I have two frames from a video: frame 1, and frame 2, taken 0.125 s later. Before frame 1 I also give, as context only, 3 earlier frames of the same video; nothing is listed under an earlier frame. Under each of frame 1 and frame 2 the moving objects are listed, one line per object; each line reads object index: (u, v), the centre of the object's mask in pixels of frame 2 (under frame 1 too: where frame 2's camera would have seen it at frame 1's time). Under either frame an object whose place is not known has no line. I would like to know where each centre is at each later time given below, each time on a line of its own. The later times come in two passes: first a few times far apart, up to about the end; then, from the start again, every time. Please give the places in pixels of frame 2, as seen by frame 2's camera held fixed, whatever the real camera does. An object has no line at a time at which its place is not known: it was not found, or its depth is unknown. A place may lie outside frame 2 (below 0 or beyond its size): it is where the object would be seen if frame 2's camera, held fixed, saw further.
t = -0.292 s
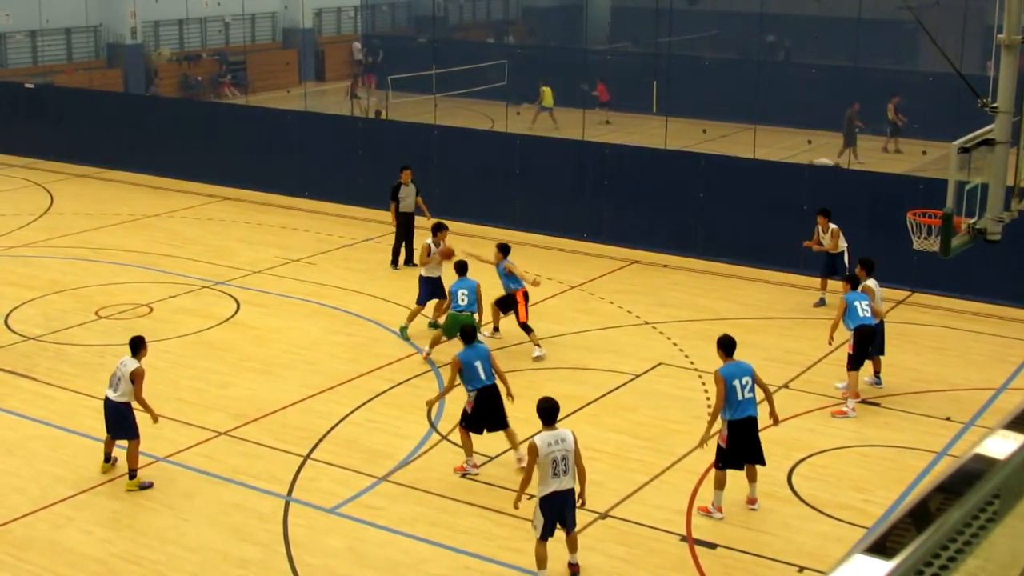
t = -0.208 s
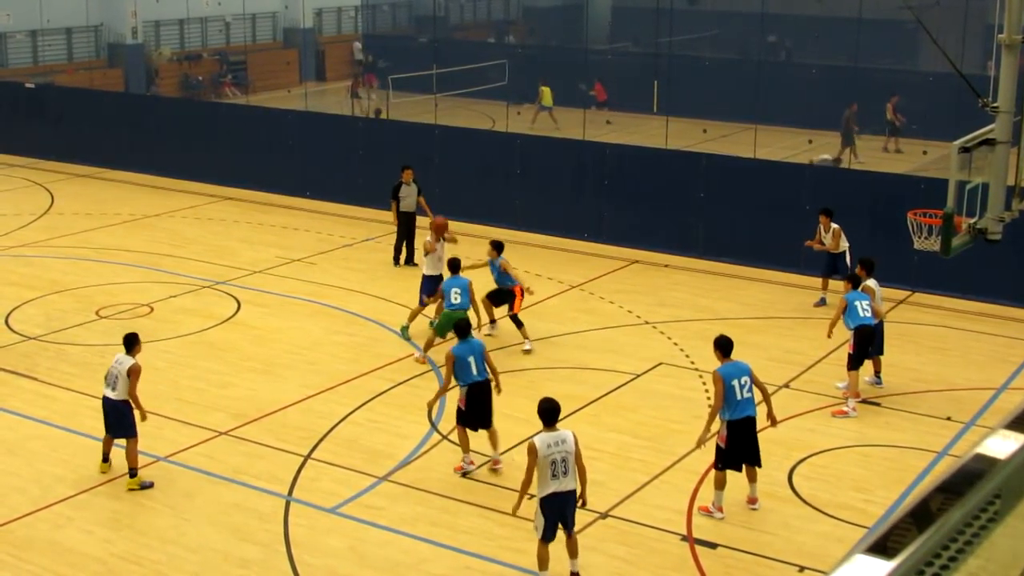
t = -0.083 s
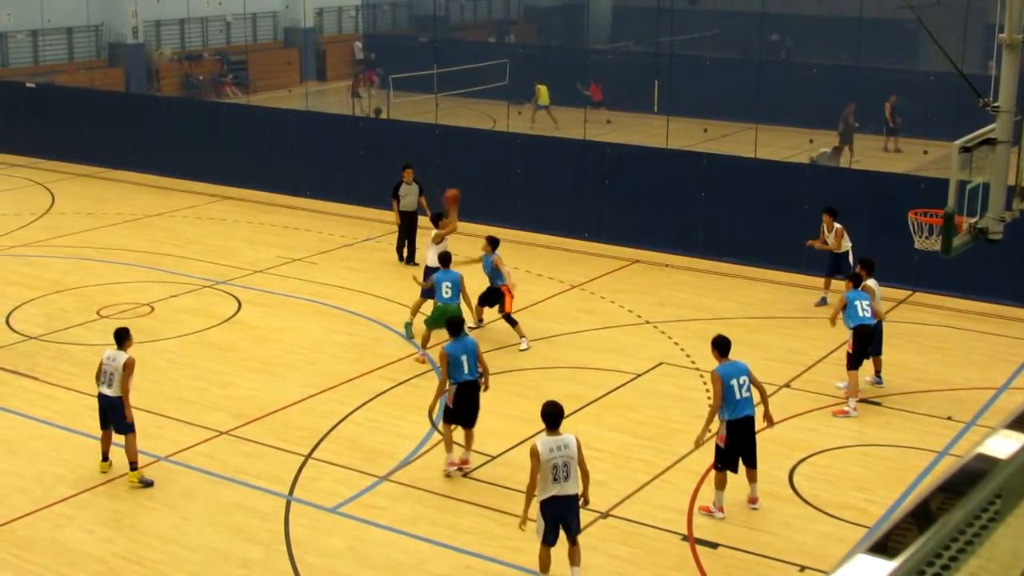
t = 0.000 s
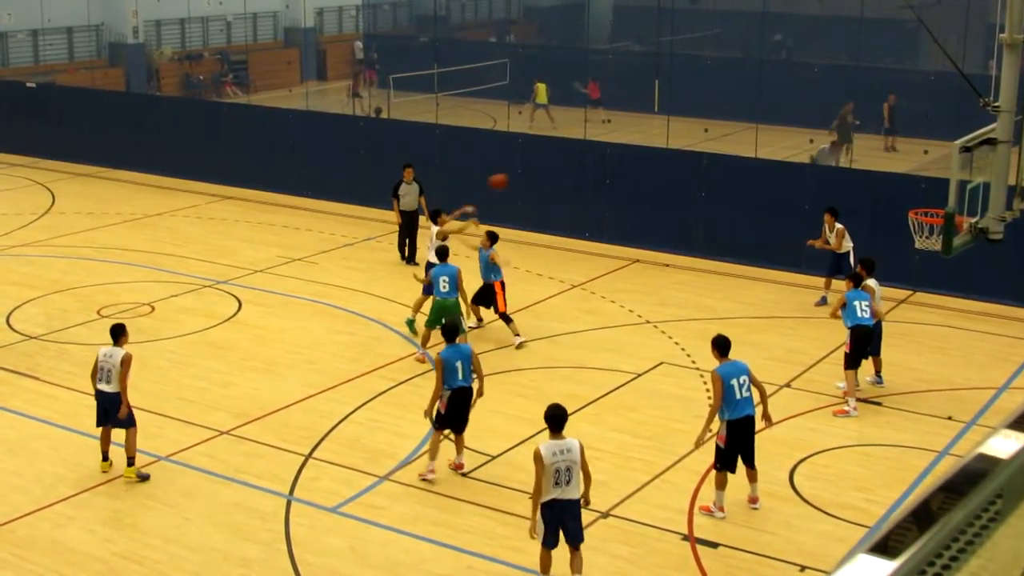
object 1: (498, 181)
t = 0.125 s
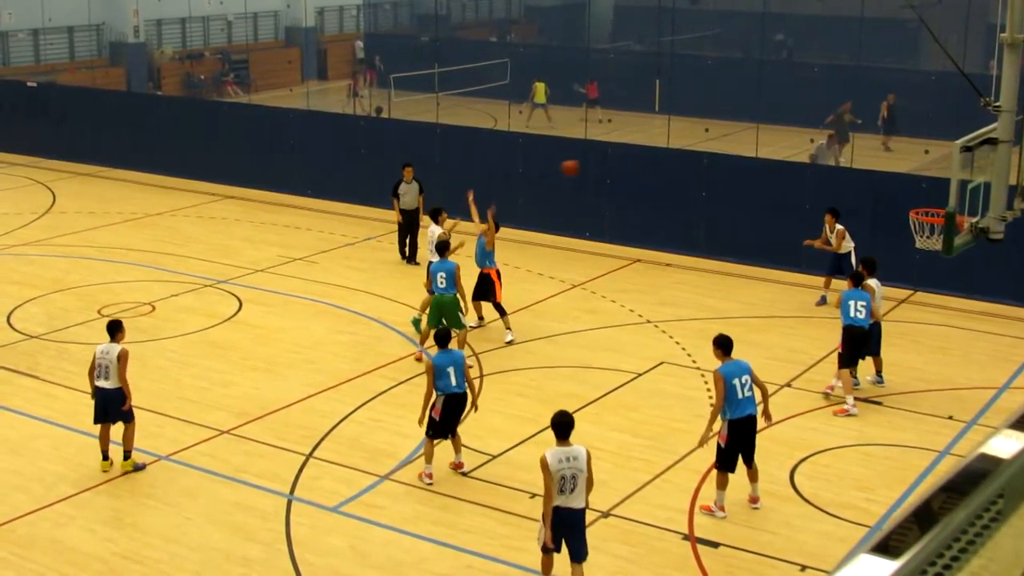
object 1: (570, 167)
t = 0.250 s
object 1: (637, 163)
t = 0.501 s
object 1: (761, 184)
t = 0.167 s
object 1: (592, 164)
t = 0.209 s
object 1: (615, 163)
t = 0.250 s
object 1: (637, 163)
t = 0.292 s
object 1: (659, 165)
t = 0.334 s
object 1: (680, 167)
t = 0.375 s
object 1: (701, 170)
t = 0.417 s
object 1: (723, 173)
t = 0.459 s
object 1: (742, 178)
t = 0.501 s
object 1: (761, 184)
